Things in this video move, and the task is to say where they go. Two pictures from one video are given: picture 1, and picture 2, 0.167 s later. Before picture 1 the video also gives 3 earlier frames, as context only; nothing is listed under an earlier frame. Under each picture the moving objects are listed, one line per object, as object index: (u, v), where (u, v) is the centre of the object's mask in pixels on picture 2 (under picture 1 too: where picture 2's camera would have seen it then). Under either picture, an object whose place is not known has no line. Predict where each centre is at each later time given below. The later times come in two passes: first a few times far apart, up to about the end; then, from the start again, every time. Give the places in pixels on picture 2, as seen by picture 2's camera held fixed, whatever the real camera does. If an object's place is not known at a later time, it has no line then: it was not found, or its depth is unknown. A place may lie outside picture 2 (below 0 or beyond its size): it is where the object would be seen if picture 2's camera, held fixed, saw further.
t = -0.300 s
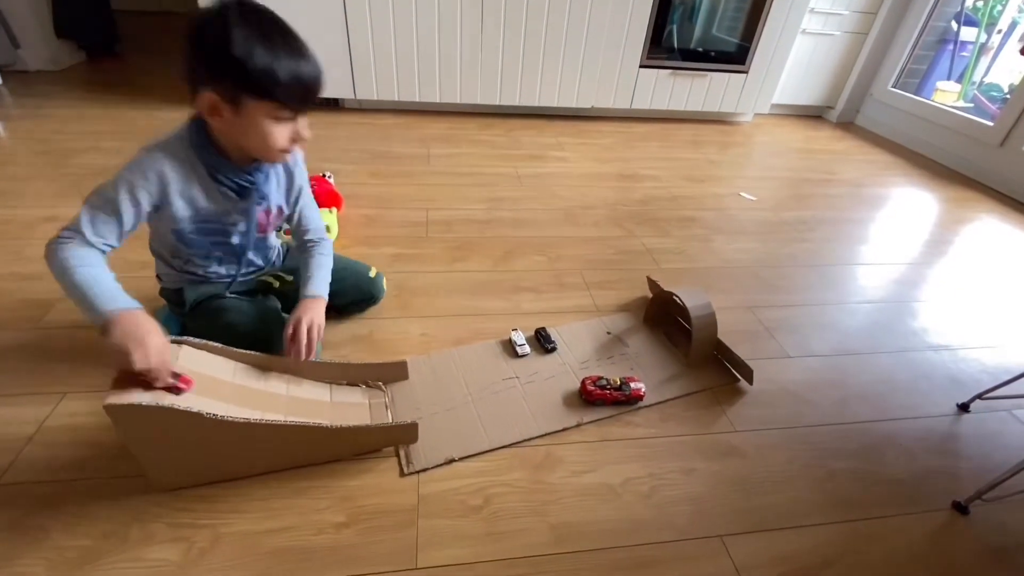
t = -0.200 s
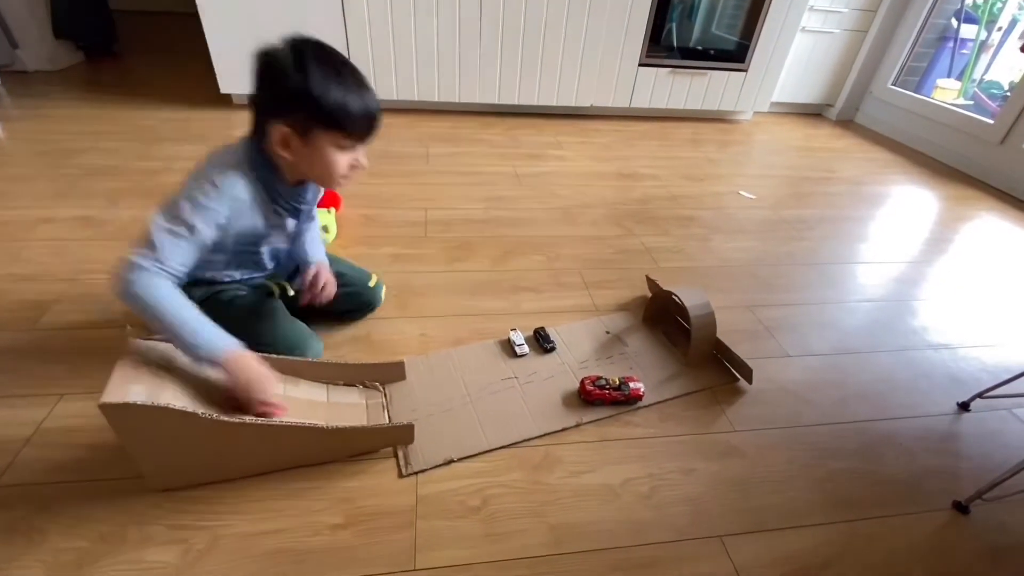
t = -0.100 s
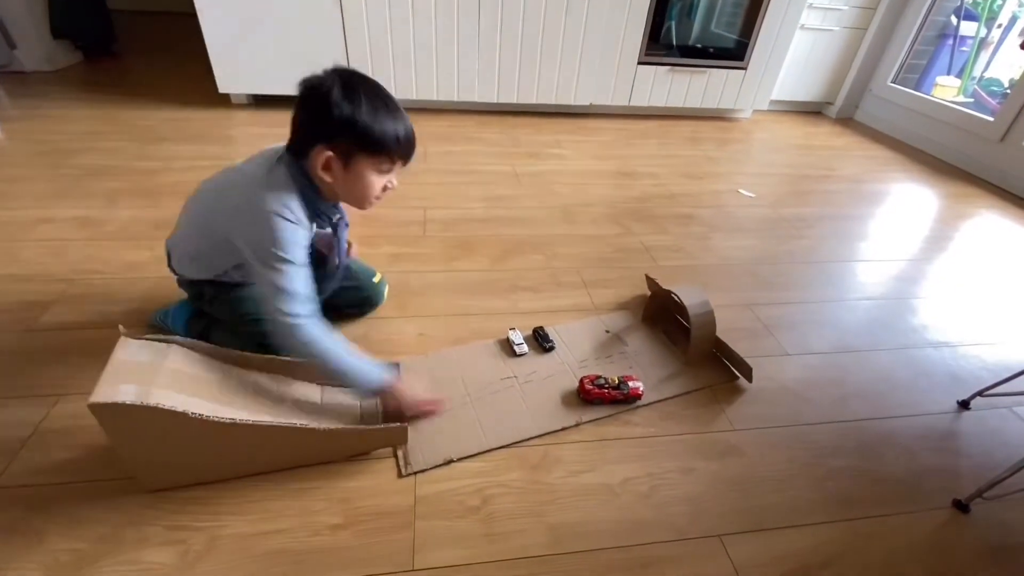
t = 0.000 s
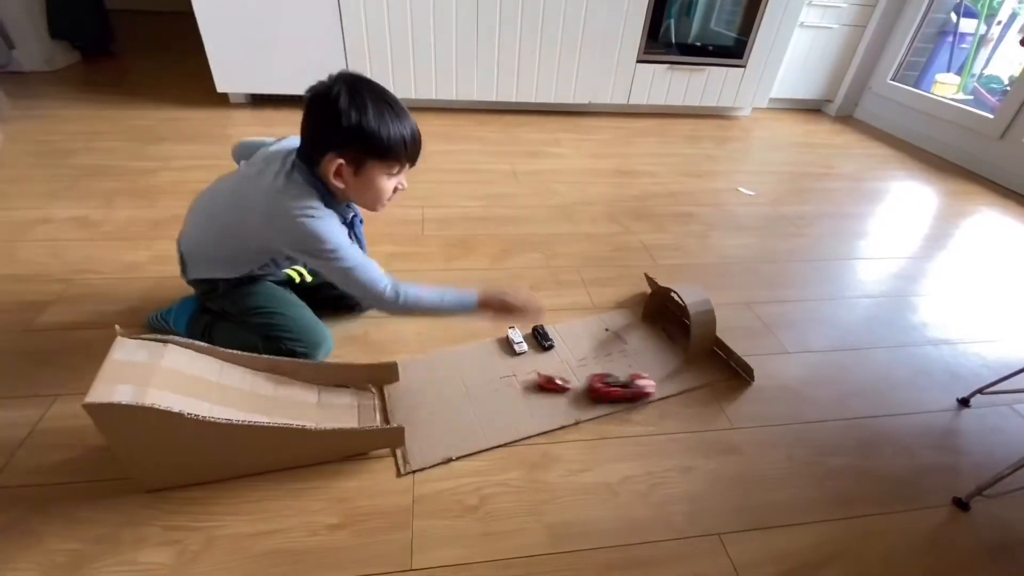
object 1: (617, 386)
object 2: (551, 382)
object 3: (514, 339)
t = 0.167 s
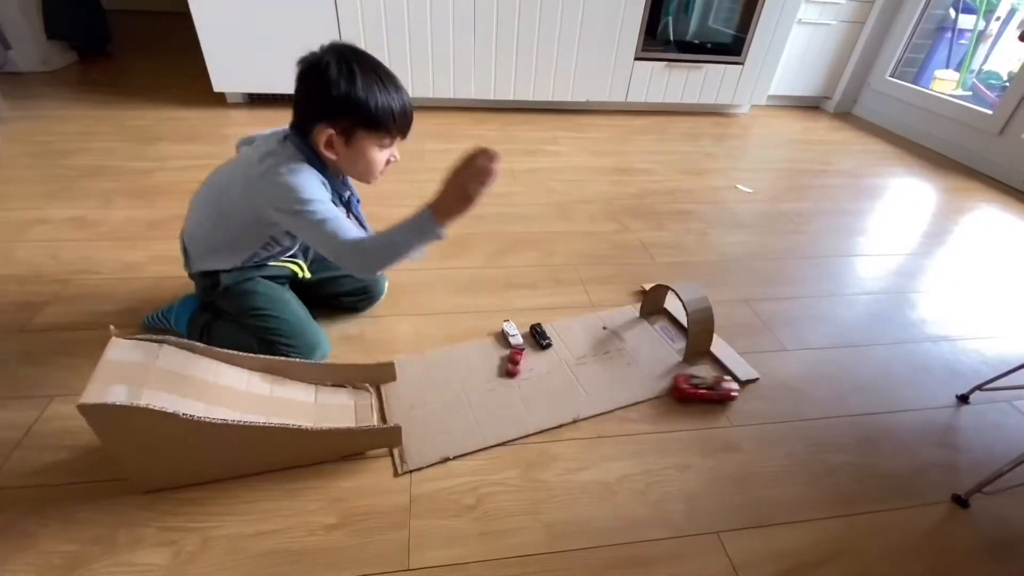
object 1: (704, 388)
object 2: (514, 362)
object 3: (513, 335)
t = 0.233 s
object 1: (730, 390)
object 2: (510, 360)
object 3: (508, 328)
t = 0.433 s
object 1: (792, 391)
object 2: (507, 360)
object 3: (499, 314)
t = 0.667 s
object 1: (836, 391)
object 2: (508, 360)
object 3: (491, 303)
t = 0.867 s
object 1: (848, 391)
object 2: (507, 360)
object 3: (488, 299)
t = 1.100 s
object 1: (849, 391)
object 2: (508, 359)
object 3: (487, 299)
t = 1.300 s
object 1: (849, 391)
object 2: (508, 359)
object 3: (487, 299)
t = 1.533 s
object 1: (849, 391)
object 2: (508, 359)
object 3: (487, 299)
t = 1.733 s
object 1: (849, 391)
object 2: (508, 359)
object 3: (487, 299)
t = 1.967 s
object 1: (849, 391)
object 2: (508, 359)
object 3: (488, 299)
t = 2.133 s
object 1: (849, 391)
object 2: (507, 359)
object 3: (488, 299)
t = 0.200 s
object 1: (718, 389)
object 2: (512, 360)
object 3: (510, 330)
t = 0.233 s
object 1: (730, 390)
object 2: (510, 360)
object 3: (508, 328)
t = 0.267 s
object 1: (743, 390)
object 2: (509, 360)
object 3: (506, 325)
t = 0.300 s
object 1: (754, 390)
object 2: (508, 360)
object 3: (504, 322)
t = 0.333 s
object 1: (764, 390)
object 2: (507, 360)
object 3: (503, 320)
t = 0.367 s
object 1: (774, 391)
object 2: (507, 360)
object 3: (502, 318)
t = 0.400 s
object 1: (784, 391)
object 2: (508, 359)
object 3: (500, 316)
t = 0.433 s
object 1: (792, 391)
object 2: (507, 360)
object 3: (499, 314)
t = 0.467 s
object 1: (800, 391)
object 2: (508, 359)
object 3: (497, 312)
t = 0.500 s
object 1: (808, 391)
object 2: (507, 360)
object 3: (496, 310)
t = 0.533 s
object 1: (815, 391)
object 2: (507, 360)
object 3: (495, 308)
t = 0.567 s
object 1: (821, 391)
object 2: (507, 360)
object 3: (493, 307)
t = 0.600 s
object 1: (826, 391)
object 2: (508, 360)
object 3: (492, 305)
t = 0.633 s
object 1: (831, 391)
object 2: (507, 360)
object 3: (492, 304)
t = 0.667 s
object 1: (836, 391)
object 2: (508, 360)
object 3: (491, 303)
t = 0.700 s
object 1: (839, 392)
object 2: (507, 360)
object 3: (490, 302)
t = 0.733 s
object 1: (842, 392)
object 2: (507, 360)
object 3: (489, 301)
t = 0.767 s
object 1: (845, 391)
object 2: (507, 360)
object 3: (489, 300)
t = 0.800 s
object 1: (846, 391)
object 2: (507, 360)
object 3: (488, 300)
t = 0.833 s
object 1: (848, 391)
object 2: (508, 359)
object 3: (488, 299)
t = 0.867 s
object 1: (848, 391)
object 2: (507, 360)
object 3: (488, 299)
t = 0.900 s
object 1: (849, 391)
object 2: (508, 359)
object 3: (487, 299)
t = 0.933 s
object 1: (849, 391)
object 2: (508, 359)
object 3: (487, 299)
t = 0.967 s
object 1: (849, 391)
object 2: (508, 359)
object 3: (487, 298)
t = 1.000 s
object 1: (849, 391)
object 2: (508, 359)
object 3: (487, 299)
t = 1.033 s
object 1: (849, 391)
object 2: (508, 359)
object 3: (487, 299)
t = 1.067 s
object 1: (849, 391)
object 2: (508, 359)
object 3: (487, 299)
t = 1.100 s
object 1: (849, 391)
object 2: (508, 359)
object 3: (487, 299)
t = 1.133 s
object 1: (849, 391)
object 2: (508, 359)
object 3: (487, 299)
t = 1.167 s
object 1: (849, 391)
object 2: (507, 359)
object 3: (487, 299)
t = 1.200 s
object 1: (849, 391)
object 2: (507, 359)
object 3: (487, 299)
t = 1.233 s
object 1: (849, 391)
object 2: (508, 359)
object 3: (487, 299)
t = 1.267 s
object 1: (849, 391)
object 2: (508, 359)
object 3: (487, 299)
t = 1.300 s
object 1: (849, 391)
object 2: (508, 359)
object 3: (487, 299)
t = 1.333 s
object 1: (849, 391)
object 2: (508, 359)
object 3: (487, 299)
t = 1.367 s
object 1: (849, 391)
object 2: (508, 359)
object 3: (487, 299)
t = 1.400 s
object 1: (849, 391)
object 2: (508, 359)
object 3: (487, 299)
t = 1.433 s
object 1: (849, 391)
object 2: (508, 359)
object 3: (487, 299)
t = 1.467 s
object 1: (849, 391)
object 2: (508, 359)
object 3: (487, 299)
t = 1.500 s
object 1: (849, 391)
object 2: (508, 359)
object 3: (487, 299)
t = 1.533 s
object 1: (849, 391)
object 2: (508, 359)
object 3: (487, 299)
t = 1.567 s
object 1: (849, 391)
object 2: (508, 359)
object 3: (487, 299)
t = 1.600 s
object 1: (849, 391)
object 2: (508, 359)
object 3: (487, 299)
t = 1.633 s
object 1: (849, 391)
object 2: (508, 359)
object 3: (487, 299)
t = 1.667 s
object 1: (849, 391)
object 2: (508, 359)
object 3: (487, 299)
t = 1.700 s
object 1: (849, 391)
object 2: (508, 359)
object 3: (487, 299)
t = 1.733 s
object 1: (849, 391)
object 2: (508, 359)
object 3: (487, 299)
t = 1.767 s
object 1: (849, 391)
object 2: (507, 359)
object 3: (487, 299)
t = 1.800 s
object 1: (849, 391)
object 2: (508, 359)
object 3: (487, 298)
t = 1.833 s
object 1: (849, 391)
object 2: (507, 359)
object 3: (487, 299)
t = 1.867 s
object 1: (848, 391)
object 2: (507, 359)
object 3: (487, 299)
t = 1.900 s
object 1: (848, 391)
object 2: (507, 359)
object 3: (487, 299)
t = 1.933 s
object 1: (848, 391)
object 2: (507, 359)
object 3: (487, 299)
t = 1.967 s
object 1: (849, 391)
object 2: (508, 359)
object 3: (488, 299)
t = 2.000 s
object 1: (849, 391)
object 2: (508, 359)
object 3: (488, 299)
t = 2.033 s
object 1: (848, 391)
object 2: (507, 359)
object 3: (487, 299)
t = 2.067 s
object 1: (848, 391)
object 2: (507, 359)
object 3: (487, 299)
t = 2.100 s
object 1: (848, 391)
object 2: (507, 359)
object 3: (487, 299)
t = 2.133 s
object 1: (849, 391)
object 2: (507, 359)
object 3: (488, 299)
